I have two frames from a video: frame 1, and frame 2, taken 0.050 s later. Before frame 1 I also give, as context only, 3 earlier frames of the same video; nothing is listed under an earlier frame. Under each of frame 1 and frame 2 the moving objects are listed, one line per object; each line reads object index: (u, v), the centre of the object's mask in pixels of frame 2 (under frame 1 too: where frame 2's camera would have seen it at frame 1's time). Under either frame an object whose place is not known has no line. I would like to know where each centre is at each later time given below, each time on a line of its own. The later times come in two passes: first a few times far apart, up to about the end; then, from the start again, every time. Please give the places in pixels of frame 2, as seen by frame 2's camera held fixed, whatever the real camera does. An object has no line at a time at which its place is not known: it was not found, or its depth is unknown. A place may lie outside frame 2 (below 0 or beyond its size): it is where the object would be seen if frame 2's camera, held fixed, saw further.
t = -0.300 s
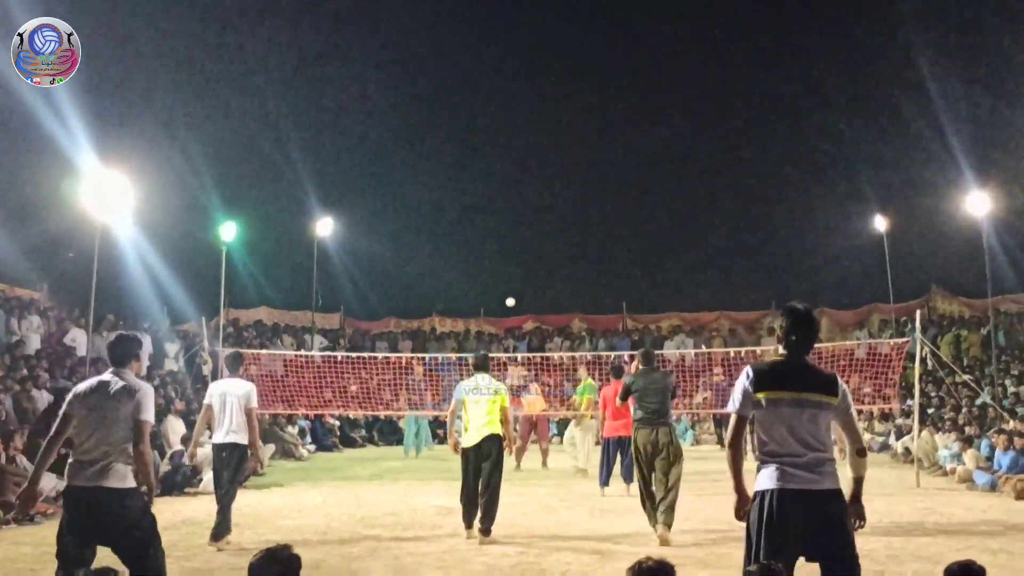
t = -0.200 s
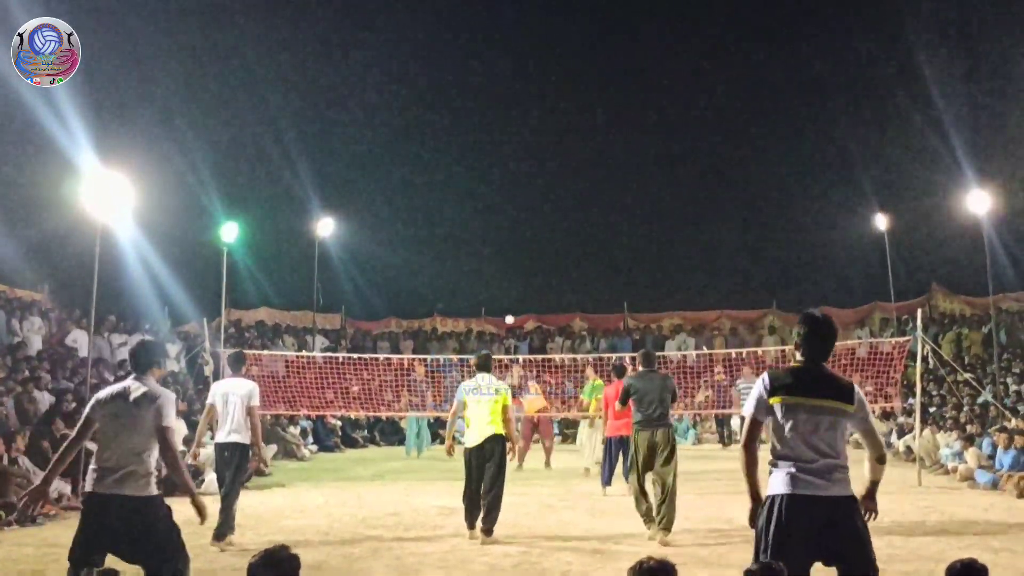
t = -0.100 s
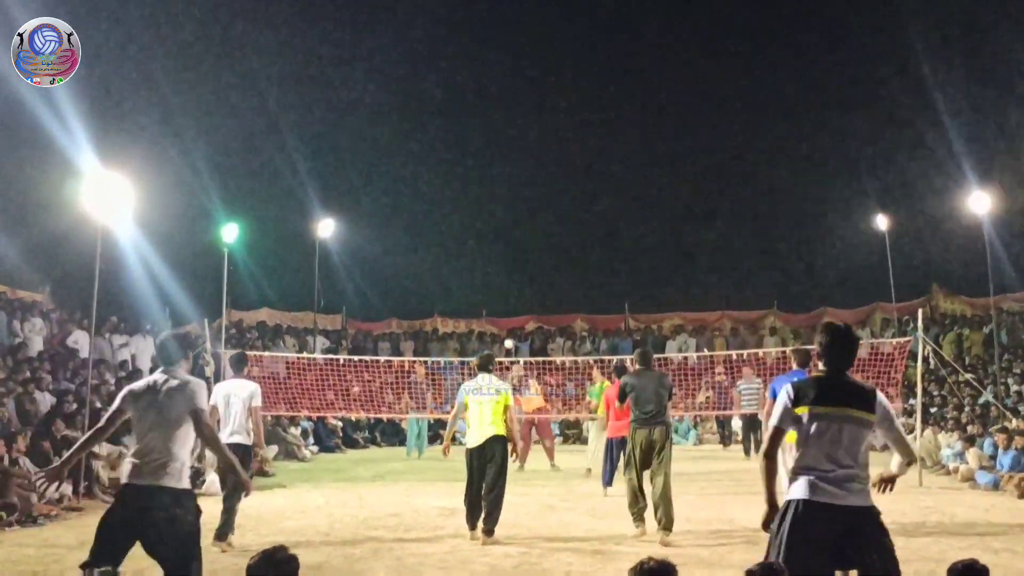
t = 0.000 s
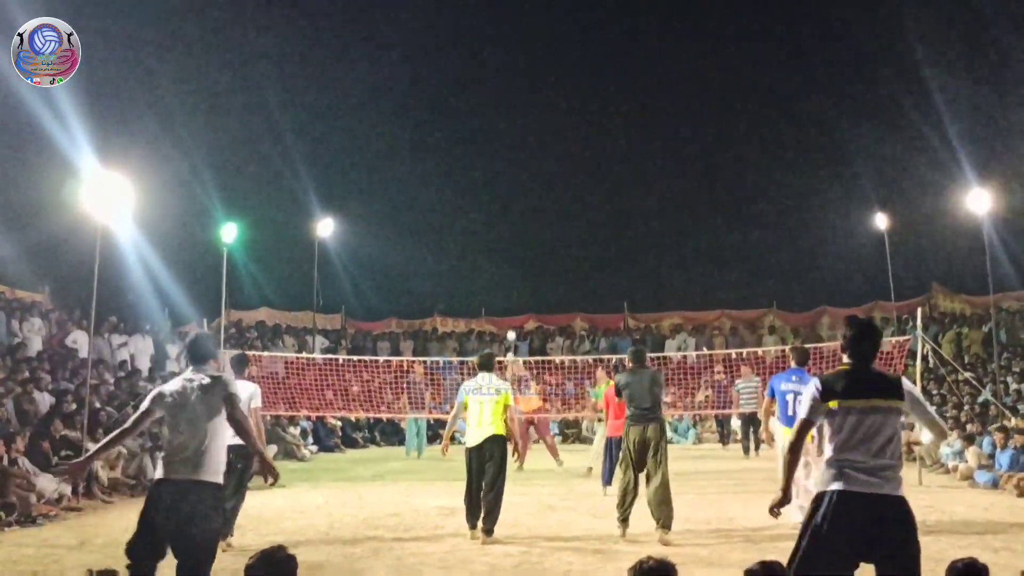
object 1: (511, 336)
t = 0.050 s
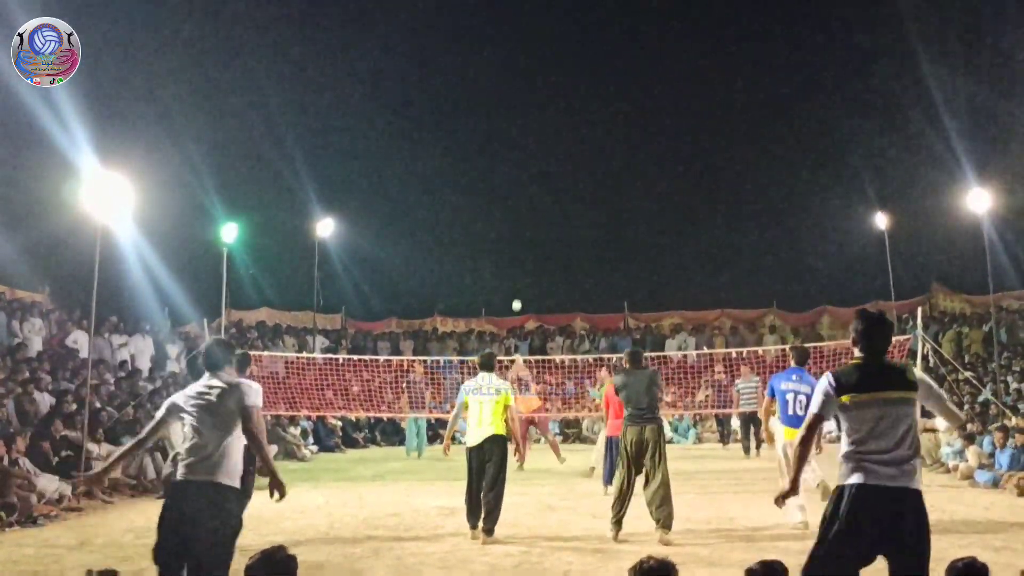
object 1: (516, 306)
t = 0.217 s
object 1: (537, 212)
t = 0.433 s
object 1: (566, 104)
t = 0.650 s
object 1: (596, 15)
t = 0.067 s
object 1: (518, 296)
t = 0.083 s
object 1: (520, 286)
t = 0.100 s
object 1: (522, 277)
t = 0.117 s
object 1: (524, 267)
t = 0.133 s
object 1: (526, 257)
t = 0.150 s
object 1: (528, 248)
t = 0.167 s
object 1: (530, 239)
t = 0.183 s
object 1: (532, 230)
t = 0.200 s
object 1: (534, 221)
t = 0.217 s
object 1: (537, 212)
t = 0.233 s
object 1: (539, 203)
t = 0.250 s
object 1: (541, 194)
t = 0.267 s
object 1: (543, 185)
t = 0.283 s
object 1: (545, 177)
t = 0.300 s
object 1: (548, 168)
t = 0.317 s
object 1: (550, 160)
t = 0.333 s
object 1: (552, 152)
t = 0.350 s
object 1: (554, 143)
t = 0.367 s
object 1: (557, 135)
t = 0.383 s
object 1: (559, 127)
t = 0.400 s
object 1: (561, 120)
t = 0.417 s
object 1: (564, 112)
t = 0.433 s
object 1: (566, 104)
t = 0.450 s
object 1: (568, 97)
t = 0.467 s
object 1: (571, 89)
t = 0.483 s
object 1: (573, 81)
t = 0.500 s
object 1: (575, 74)
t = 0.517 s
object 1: (577, 67)
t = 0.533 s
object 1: (580, 60)
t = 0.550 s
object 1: (582, 53)
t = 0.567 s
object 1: (584, 47)
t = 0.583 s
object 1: (586, 40)
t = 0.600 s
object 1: (589, 34)
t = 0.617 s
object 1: (591, 28)
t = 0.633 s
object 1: (593, 21)
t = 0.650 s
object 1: (596, 15)
